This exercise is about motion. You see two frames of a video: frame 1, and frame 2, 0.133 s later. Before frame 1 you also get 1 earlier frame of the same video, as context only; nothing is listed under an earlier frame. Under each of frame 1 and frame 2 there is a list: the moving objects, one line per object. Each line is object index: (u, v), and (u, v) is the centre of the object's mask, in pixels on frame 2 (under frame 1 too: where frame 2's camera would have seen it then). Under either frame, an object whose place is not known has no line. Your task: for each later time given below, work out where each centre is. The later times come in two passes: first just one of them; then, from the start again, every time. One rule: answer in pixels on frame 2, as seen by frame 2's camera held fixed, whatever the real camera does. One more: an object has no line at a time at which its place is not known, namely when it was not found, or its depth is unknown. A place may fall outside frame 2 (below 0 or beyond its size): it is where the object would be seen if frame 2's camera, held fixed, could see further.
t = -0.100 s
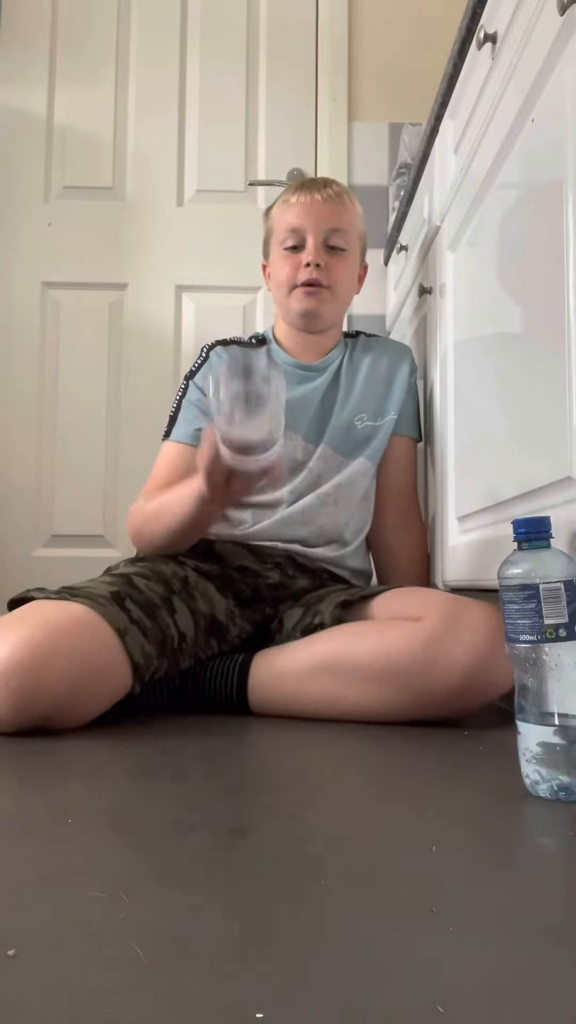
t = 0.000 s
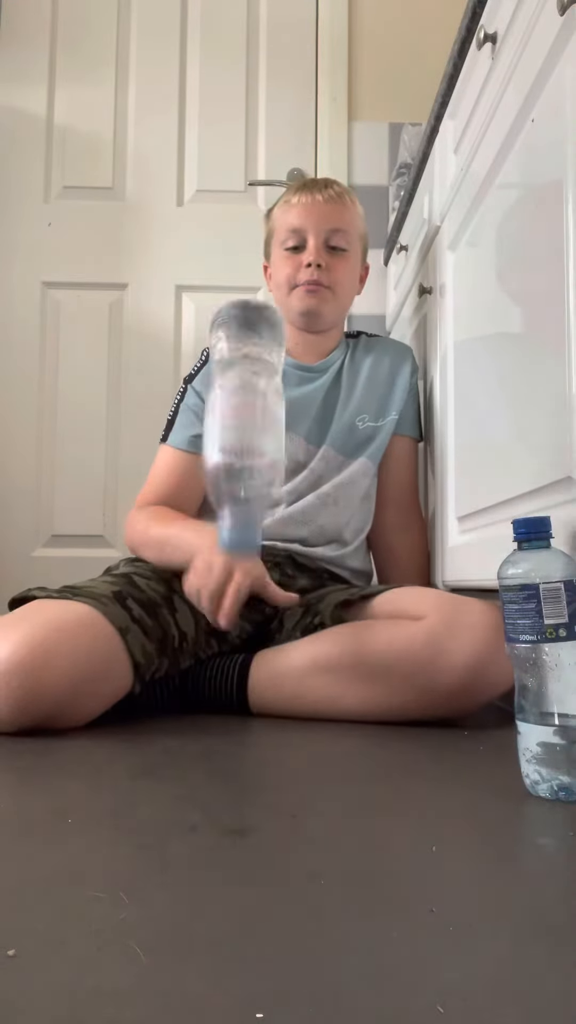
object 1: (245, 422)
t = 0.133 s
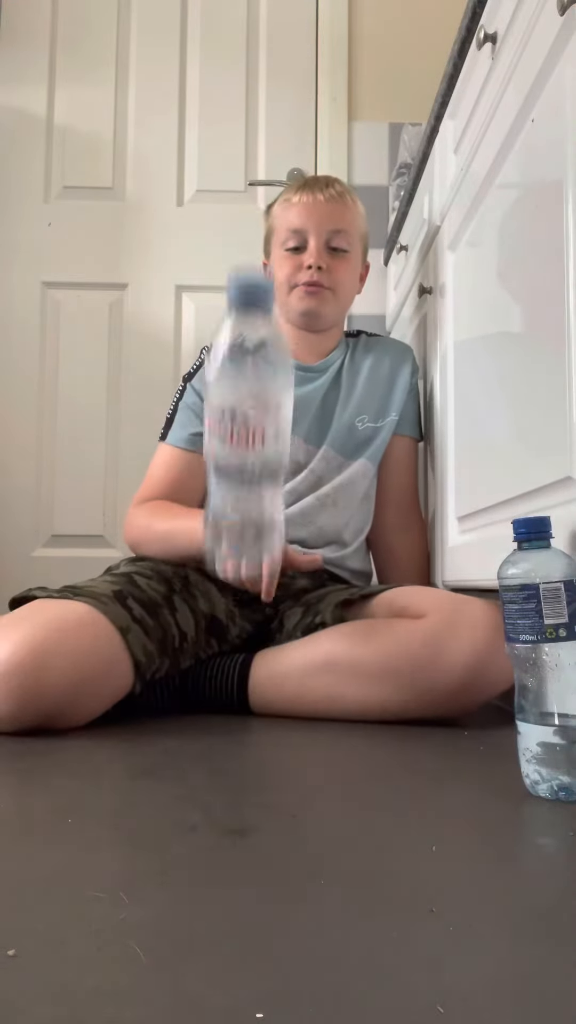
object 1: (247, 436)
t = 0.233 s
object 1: (241, 688)
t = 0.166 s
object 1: (245, 513)
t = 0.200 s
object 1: (243, 611)
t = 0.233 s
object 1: (241, 688)
